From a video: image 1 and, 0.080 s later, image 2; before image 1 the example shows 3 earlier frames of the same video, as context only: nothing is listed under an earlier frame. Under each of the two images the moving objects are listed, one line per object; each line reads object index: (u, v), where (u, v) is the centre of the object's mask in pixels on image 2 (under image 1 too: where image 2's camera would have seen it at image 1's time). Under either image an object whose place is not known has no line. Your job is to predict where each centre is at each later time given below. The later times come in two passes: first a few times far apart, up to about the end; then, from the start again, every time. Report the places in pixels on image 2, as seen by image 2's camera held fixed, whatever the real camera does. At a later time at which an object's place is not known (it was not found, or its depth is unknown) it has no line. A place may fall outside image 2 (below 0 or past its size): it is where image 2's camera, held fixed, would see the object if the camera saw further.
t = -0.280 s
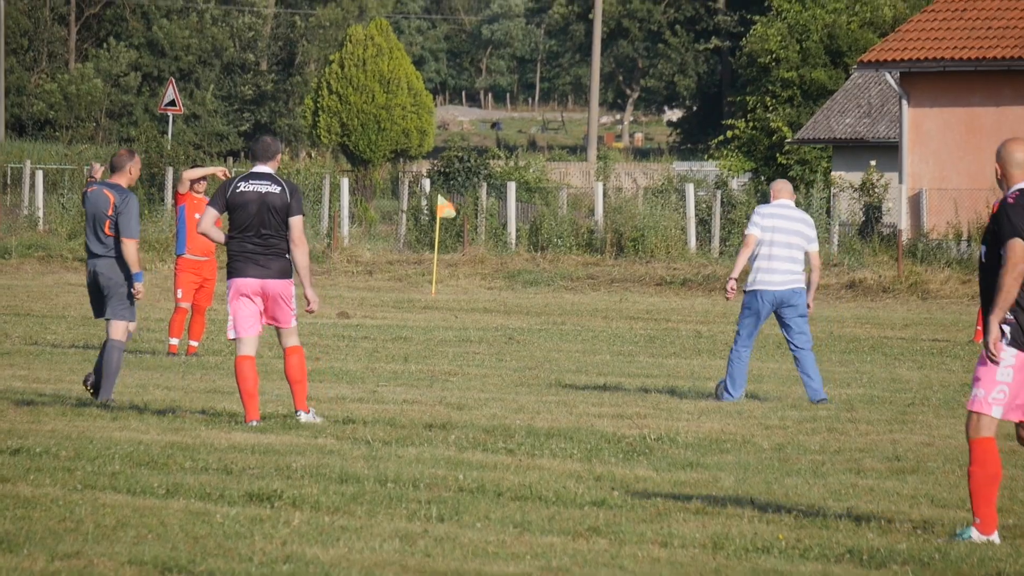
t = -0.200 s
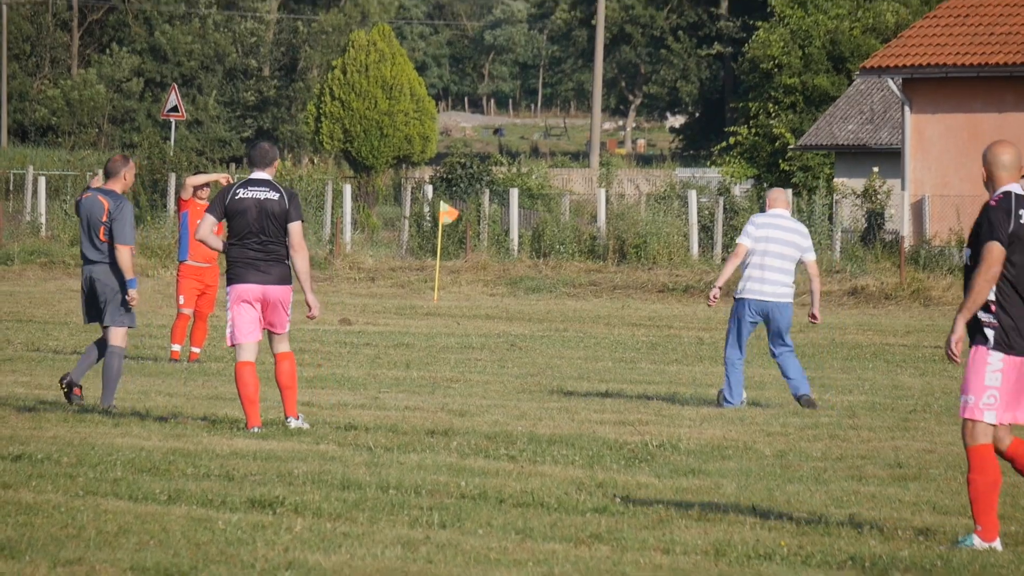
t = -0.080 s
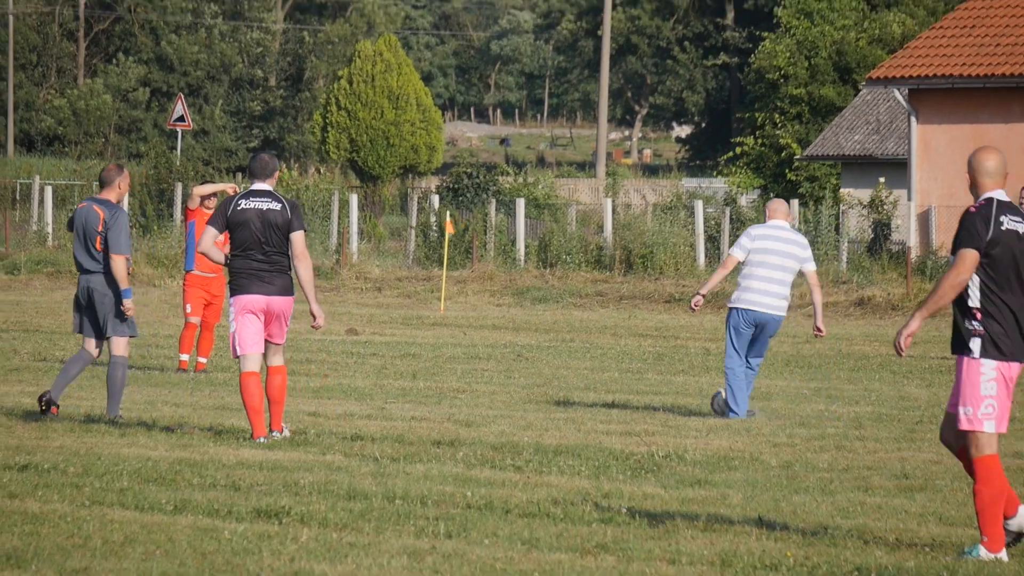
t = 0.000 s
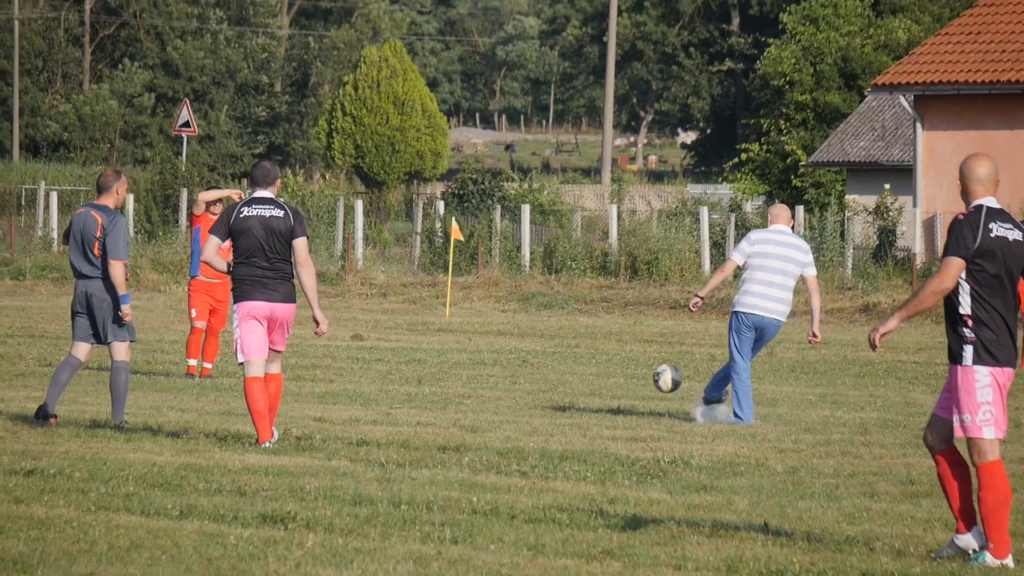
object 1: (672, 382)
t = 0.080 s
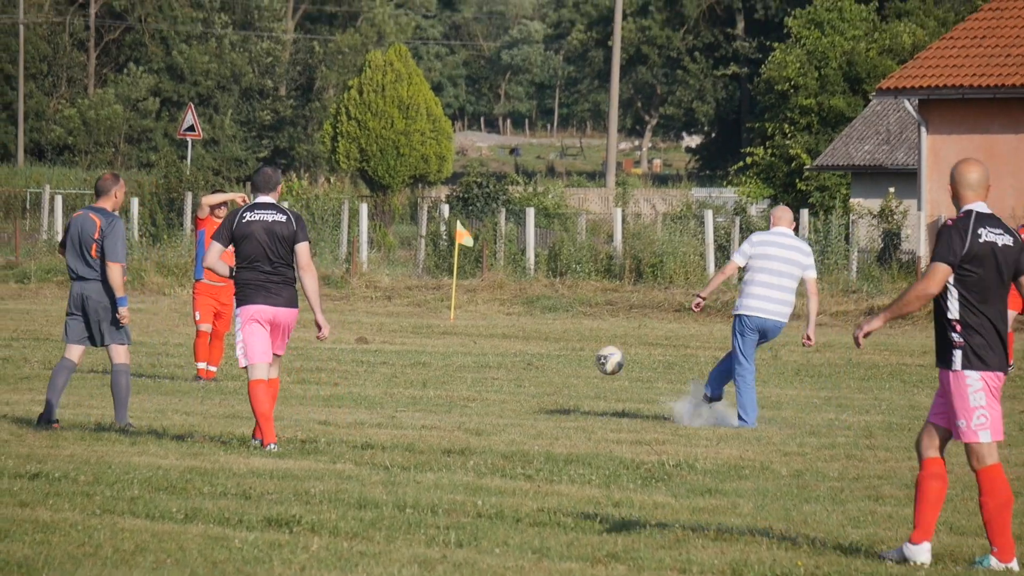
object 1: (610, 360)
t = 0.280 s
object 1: (460, 346)
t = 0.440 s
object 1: (345, 373)
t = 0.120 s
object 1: (580, 354)
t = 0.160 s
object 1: (549, 348)
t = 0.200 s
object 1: (519, 345)
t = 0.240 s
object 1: (489, 345)
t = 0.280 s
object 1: (460, 346)
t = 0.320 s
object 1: (430, 350)
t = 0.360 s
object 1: (402, 356)
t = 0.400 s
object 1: (373, 363)
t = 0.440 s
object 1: (345, 373)
